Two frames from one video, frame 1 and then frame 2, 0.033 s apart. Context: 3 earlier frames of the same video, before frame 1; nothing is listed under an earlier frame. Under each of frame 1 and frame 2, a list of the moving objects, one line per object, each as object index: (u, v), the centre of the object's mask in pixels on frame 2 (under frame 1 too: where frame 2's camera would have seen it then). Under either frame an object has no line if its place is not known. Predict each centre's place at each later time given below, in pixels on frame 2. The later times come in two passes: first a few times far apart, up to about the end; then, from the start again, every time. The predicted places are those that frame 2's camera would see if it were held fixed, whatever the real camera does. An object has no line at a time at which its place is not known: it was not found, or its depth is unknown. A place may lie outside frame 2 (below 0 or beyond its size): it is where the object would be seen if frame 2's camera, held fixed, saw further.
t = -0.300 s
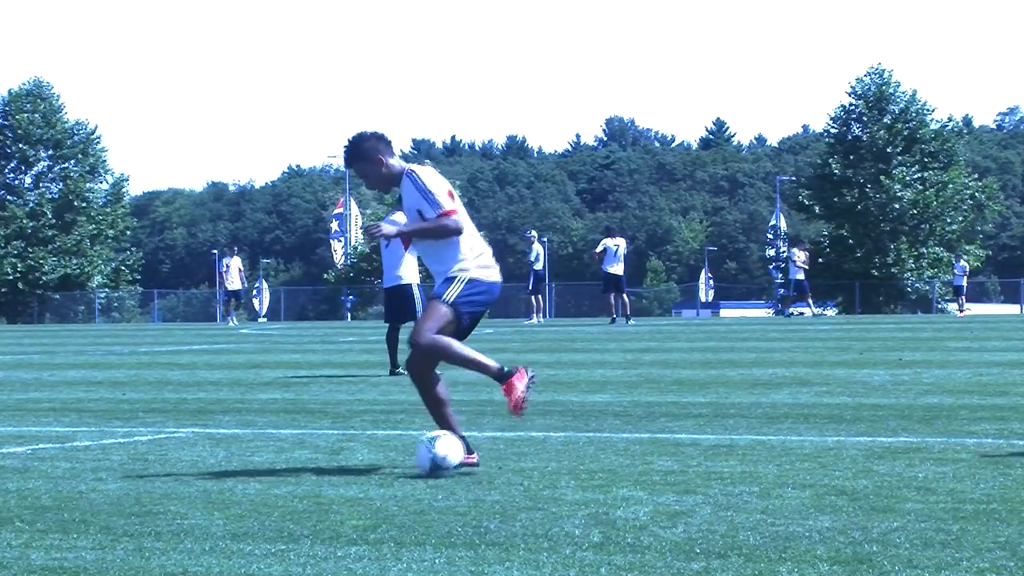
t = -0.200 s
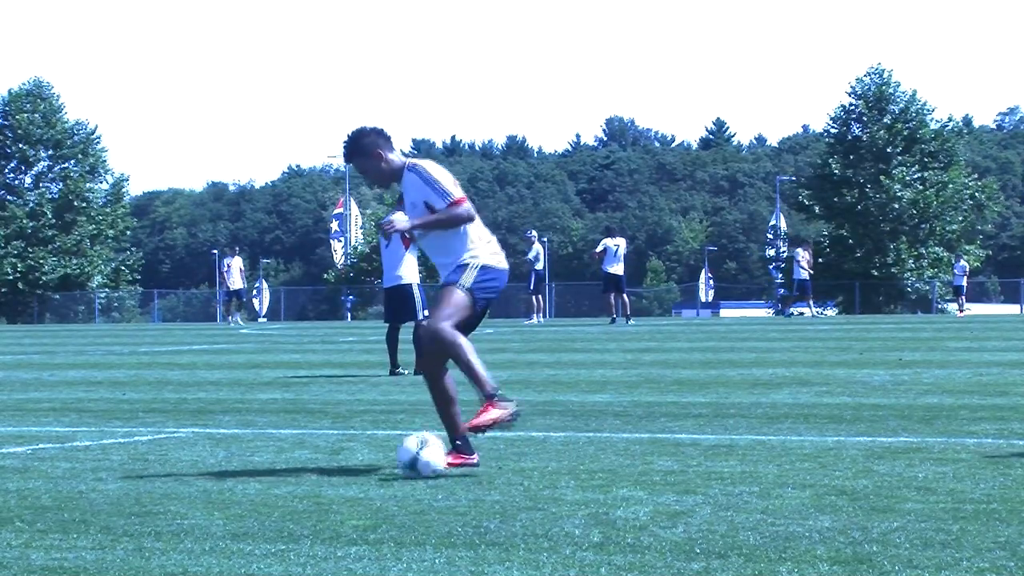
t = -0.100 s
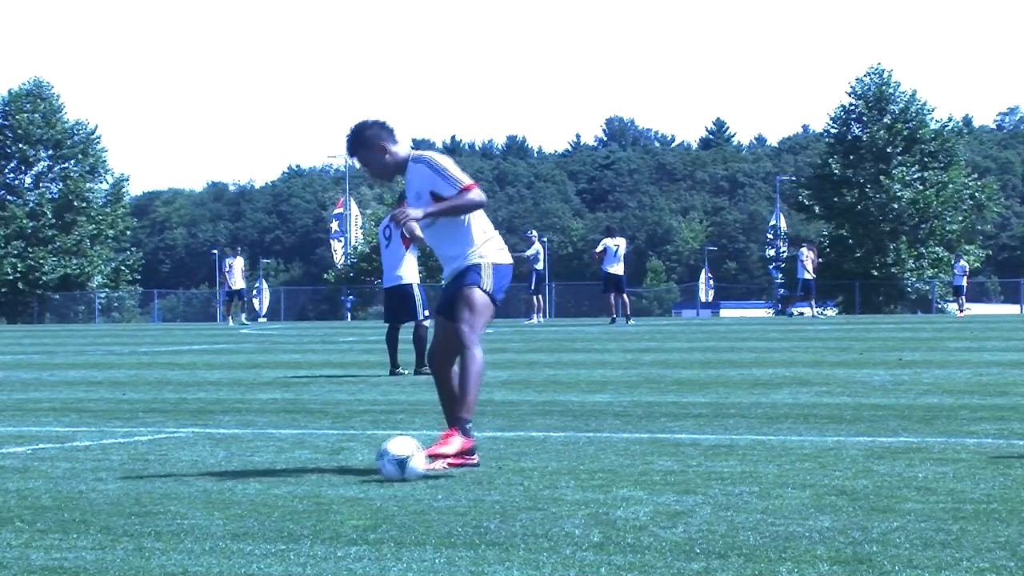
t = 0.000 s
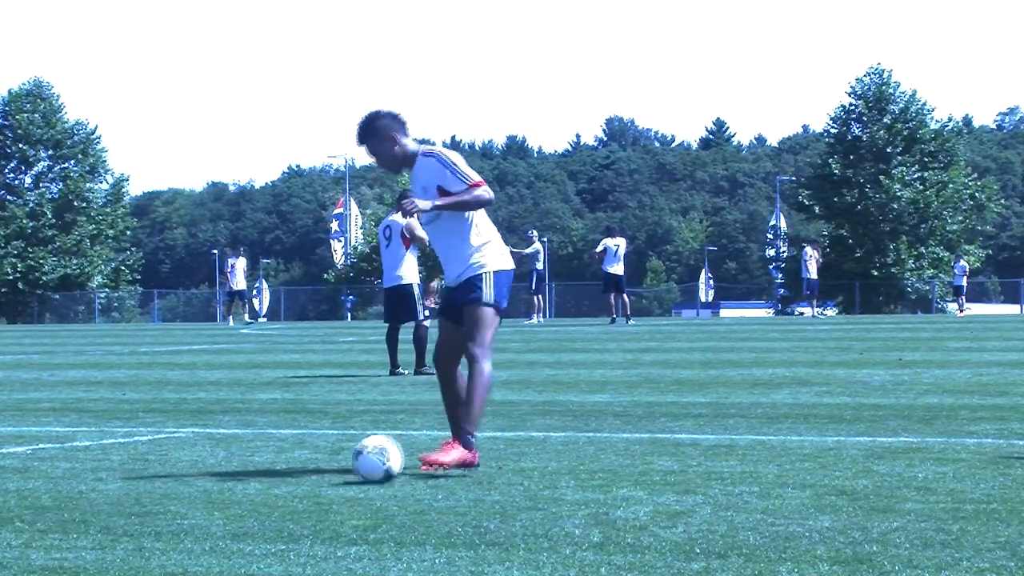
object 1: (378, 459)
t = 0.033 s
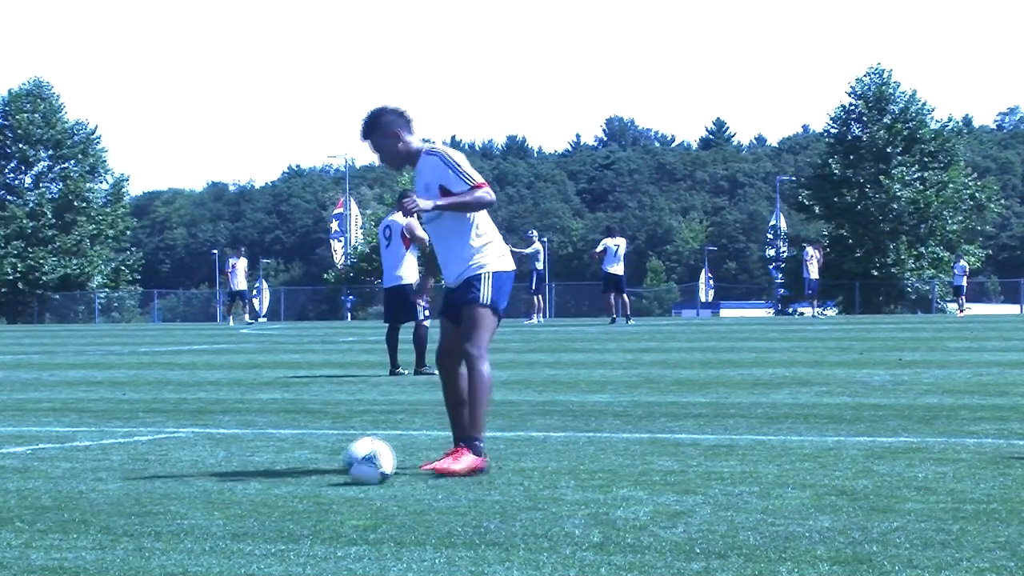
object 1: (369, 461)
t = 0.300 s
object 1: (307, 464)
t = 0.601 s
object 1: (244, 469)
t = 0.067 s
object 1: (361, 461)
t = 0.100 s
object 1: (354, 462)
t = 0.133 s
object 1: (345, 463)
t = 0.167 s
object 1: (337, 463)
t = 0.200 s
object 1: (329, 464)
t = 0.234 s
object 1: (322, 463)
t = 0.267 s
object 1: (314, 464)
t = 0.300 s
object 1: (307, 464)
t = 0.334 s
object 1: (300, 464)
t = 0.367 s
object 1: (292, 465)
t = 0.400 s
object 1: (285, 466)
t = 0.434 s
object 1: (278, 467)
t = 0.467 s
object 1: (270, 467)
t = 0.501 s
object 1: (265, 468)
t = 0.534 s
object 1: (258, 469)
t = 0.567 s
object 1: (251, 469)
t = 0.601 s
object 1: (244, 469)
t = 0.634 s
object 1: (238, 470)
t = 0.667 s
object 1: (232, 471)
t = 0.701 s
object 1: (225, 471)
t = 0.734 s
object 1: (219, 472)
